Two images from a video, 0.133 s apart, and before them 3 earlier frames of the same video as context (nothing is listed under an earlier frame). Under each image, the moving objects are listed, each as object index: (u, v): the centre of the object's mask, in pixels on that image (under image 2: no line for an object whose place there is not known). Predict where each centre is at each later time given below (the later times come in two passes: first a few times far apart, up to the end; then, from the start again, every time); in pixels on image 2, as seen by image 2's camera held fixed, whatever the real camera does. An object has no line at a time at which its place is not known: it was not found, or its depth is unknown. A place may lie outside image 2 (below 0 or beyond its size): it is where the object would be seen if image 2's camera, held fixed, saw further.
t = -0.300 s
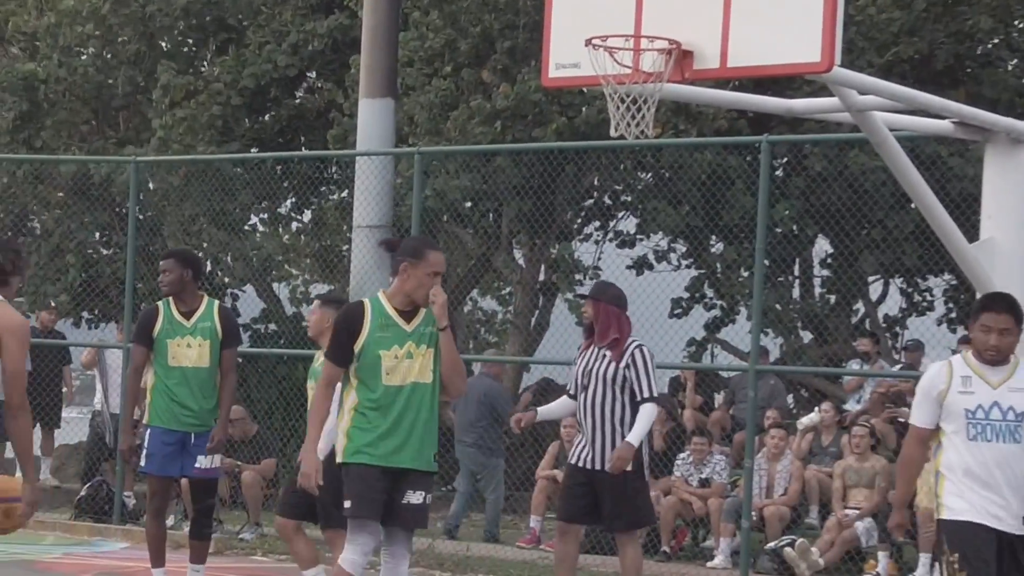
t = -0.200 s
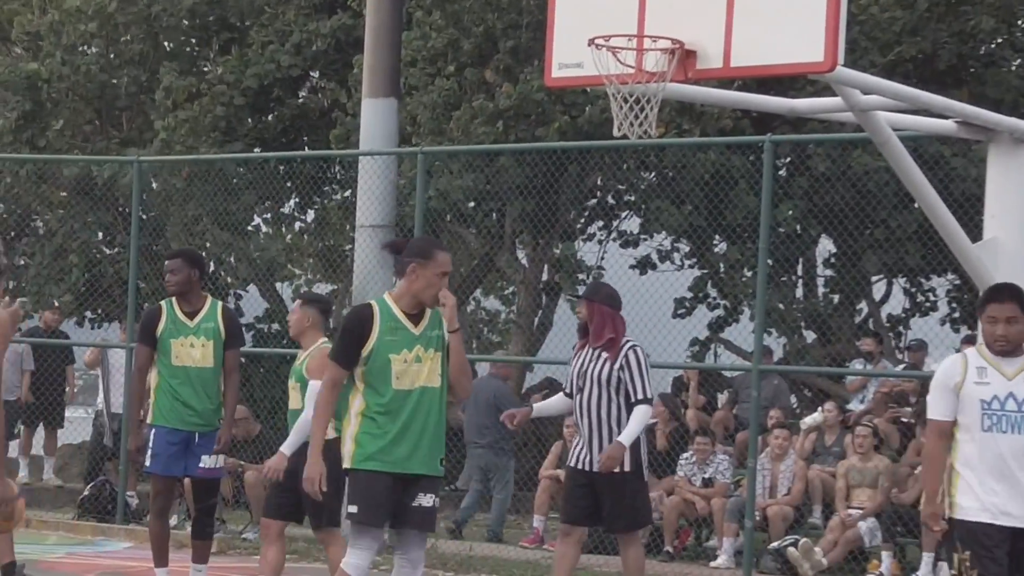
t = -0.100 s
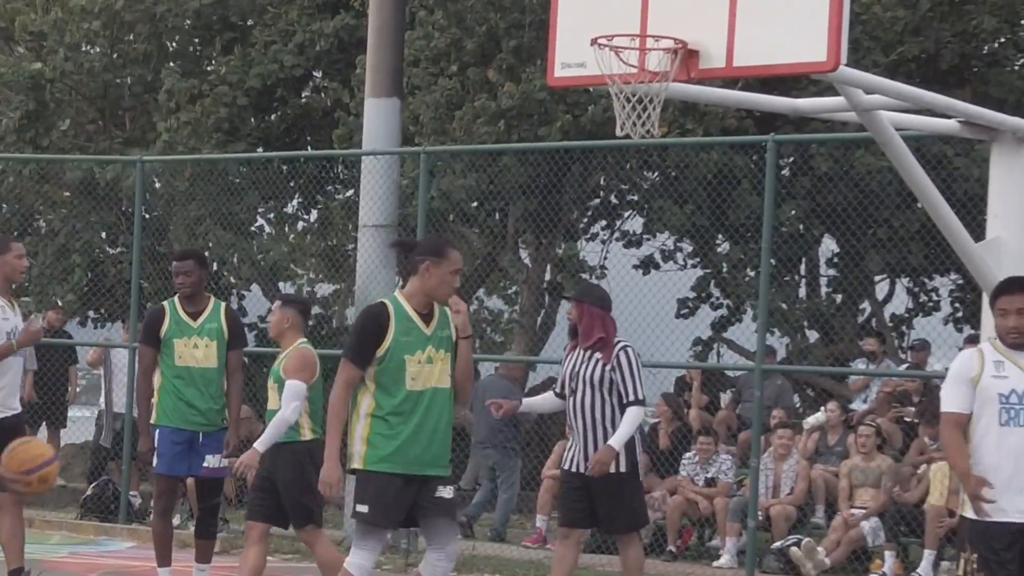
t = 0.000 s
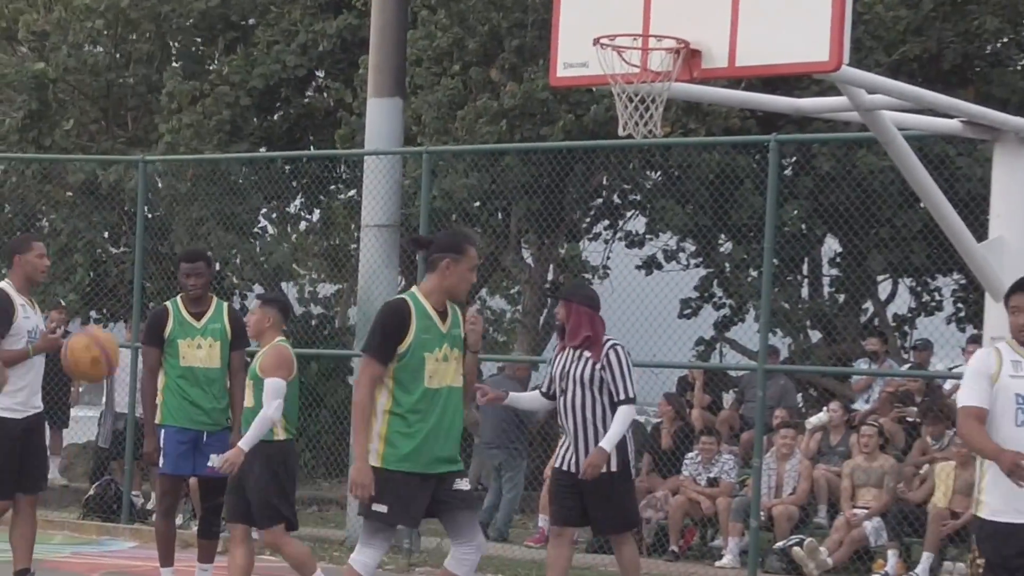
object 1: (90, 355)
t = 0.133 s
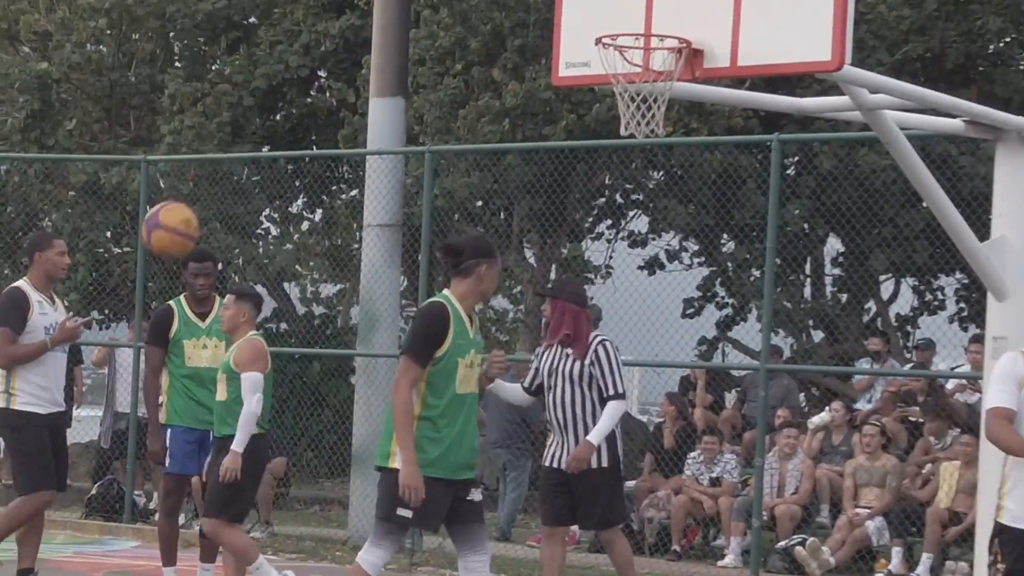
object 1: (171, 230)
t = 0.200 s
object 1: (207, 186)
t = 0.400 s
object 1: (308, 118)
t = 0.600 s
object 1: (401, 144)
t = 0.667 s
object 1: (428, 170)
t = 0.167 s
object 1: (189, 206)
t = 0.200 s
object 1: (207, 186)
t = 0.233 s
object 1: (225, 168)
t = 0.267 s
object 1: (242, 153)
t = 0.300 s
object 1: (259, 141)
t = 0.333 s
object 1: (276, 130)
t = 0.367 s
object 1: (292, 123)
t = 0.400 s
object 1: (308, 118)
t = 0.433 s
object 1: (324, 117)
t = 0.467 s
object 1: (340, 117)
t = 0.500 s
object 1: (355, 120)
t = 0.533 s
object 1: (370, 126)
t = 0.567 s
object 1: (385, 133)
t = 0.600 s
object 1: (401, 144)
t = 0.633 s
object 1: (415, 156)
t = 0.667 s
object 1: (428, 170)
